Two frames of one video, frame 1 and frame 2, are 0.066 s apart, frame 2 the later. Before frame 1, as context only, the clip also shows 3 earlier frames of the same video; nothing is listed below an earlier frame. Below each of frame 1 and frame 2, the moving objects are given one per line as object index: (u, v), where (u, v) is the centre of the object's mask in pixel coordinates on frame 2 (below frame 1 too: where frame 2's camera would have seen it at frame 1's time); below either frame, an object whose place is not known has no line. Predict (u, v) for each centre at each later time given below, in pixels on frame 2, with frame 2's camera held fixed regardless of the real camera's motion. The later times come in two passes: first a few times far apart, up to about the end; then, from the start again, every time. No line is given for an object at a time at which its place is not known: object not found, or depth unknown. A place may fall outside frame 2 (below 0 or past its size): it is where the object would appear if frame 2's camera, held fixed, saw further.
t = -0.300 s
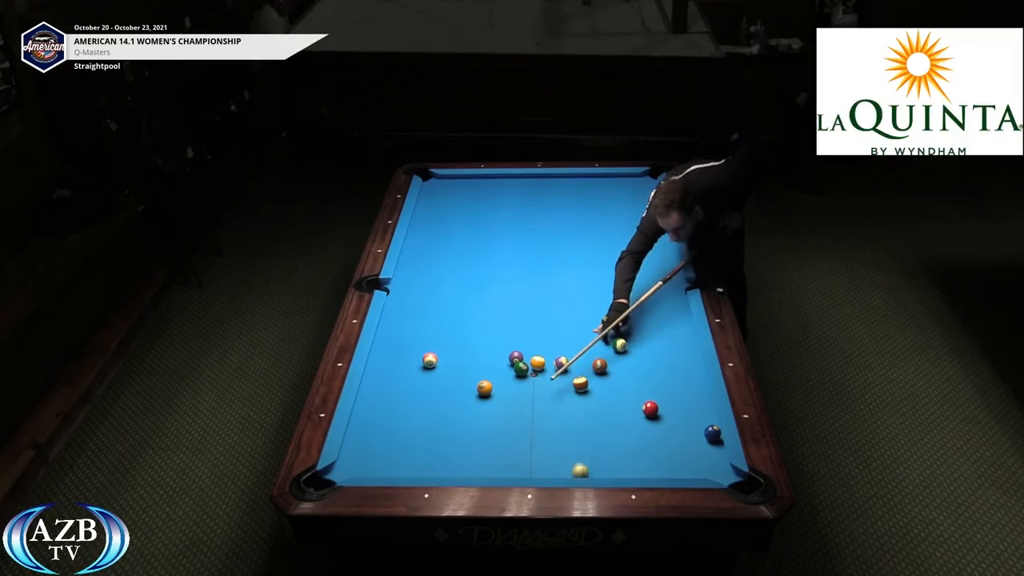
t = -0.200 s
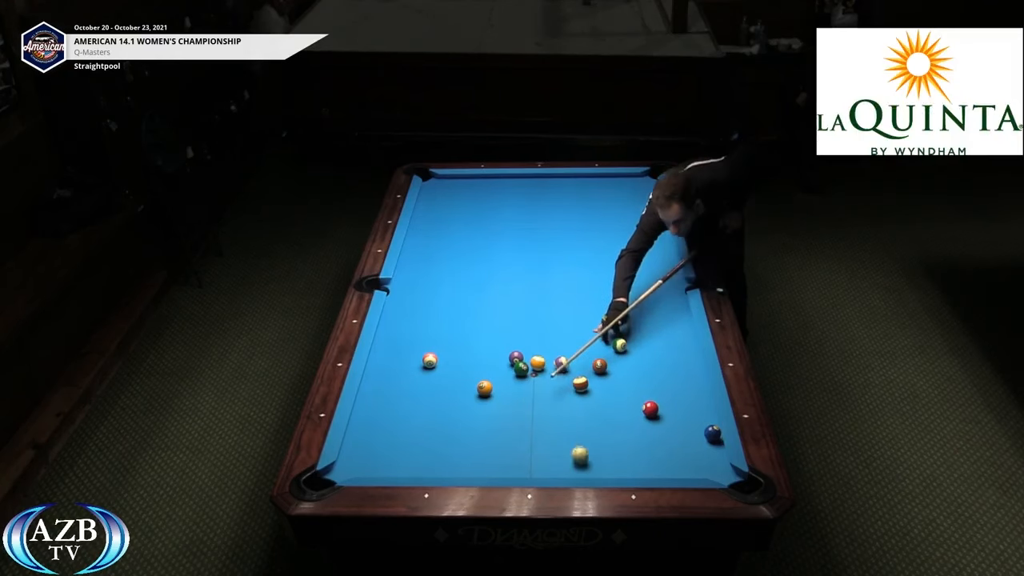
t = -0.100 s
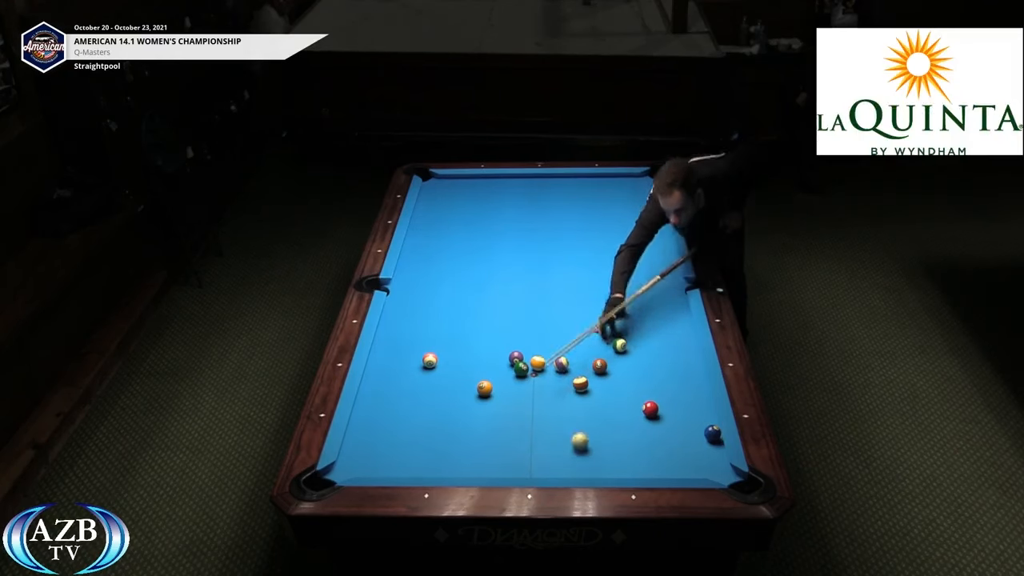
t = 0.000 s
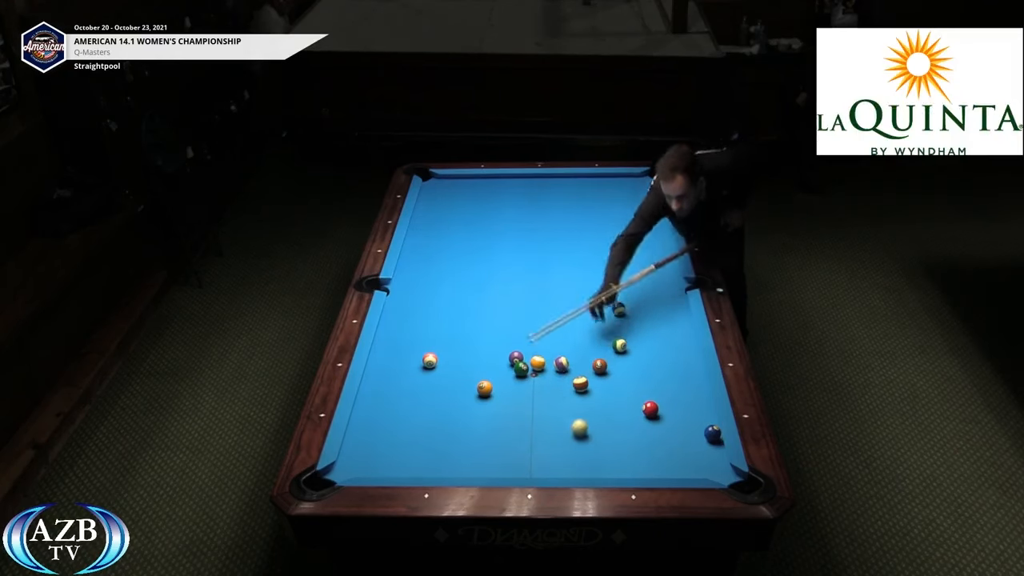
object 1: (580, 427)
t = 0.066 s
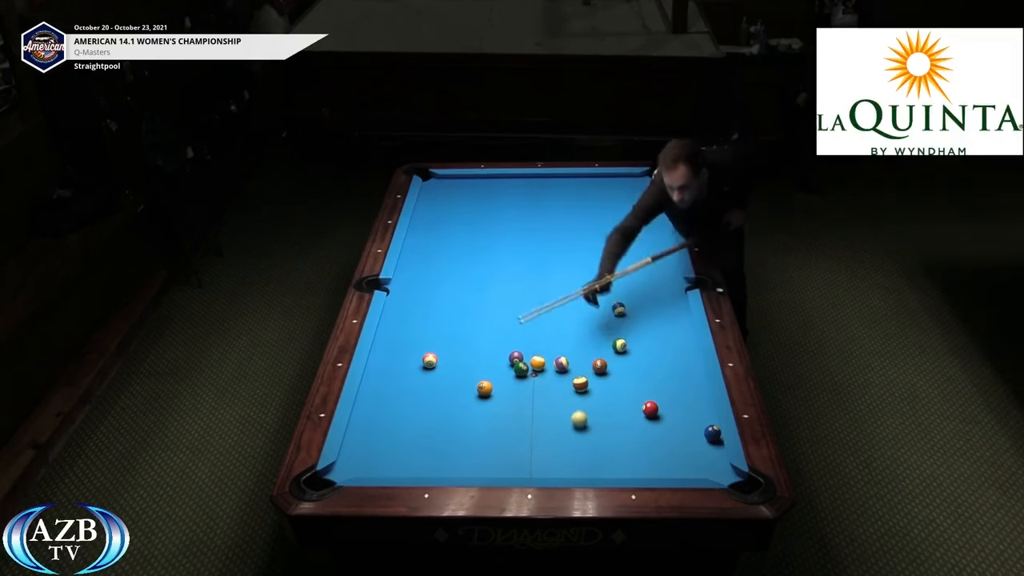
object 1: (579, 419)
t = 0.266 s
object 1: (579, 396)
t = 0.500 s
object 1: (576, 389)
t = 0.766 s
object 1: (573, 382)
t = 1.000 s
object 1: (572, 377)
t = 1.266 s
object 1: (569, 373)
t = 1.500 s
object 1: (568, 371)
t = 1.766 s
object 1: (569, 371)
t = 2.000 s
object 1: (569, 371)
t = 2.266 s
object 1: (569, 371)
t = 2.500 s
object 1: (569, 371)
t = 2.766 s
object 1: (569, 371)
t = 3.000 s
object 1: (569, 371)
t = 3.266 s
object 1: (569, 371)
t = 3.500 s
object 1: (569, 371)
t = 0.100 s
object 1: (579, 415)
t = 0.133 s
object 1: (579, 411)
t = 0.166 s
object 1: (579, 407)
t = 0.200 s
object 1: (579, 403)
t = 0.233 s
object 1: (579, 399)
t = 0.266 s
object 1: (579, 396)
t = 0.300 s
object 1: (579, 393)
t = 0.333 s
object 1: (578, 393)
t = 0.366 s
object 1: (578, 392)
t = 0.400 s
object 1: (577, 391)
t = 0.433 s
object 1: (577, 390)
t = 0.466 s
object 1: (576, 389)
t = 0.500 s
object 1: (576, 389)
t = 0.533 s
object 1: (575, 388)
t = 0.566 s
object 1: (575, 387)
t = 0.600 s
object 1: (575, 386)
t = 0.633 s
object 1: (575, 385)
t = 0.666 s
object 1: (574, 384)
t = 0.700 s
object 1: (574, 384)
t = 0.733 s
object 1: (574, 383)
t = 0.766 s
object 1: (573, 382)
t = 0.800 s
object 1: (573, 381)
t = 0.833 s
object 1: (573, 381)
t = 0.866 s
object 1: (572, 380)
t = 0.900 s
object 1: (572, 379)
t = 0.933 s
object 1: (572, 379)
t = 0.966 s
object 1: (572, 378)
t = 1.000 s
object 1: (572, 377)
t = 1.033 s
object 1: (571, 377)
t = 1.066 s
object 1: (571, 376)
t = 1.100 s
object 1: (571, 376)
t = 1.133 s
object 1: (570, 375)
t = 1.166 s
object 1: (570, 375)
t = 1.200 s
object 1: (570, 374)
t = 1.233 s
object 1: (570, 374)
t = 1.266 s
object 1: (569, 373)
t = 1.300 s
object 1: (569, 373)
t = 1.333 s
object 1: (569, 373)
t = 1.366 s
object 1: (569, 372)
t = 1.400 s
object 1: (569, 372)
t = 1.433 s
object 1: (568, 371)
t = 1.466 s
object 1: (568, 371)
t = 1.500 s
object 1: (568, 371)
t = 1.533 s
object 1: (568, 371)
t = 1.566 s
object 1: (569, 371)
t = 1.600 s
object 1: (569, 371)
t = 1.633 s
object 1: (569, 371)
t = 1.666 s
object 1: (569, 371)
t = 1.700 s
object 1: (569, 371)
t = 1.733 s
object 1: (569, 371)
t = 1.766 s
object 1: (569, 371)
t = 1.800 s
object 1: (569, 371)
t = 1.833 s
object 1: (569, 371)
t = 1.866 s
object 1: (569, 371)
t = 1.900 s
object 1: (569, 371)
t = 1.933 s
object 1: (569, 371)
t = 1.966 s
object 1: (569, 371)
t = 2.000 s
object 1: (569, 371)
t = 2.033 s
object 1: (569, 371)
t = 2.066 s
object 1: (569, 371)
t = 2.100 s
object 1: (569, 371)
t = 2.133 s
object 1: (569, 371)
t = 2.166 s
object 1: (569, 371)
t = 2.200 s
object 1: (569, 371)
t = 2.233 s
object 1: (569, 371)
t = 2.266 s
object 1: (569, 371)
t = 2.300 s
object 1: (569, 371)
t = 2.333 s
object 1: (569, 371)
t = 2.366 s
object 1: (569, 371)
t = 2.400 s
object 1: (569, 371)
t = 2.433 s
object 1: (569, 371)
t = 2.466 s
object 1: (569, 371)
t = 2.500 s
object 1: (569, 371)
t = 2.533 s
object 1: (569, 371)
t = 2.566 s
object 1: (569, 371)
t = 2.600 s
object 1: (569, 371)
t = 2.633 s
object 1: (569, 371)
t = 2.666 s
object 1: (569, 371)
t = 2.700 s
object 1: (569, 371)
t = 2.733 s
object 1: (569, 371)
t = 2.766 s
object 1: (569, 371)
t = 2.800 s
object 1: (569, 371)
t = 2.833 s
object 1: (569, 371)
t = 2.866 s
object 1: (569, 371)
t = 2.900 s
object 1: (569, 371)
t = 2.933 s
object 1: (569, 371)
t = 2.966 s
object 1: (569, 371)
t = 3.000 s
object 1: (569, 371)
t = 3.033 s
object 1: (569, 371)
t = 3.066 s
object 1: (569, 371)
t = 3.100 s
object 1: (569, 371)
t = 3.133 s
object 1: (569, 371)
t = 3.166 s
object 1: (569, 371)
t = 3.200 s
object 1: (569, 371)
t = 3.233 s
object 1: (569, 371)
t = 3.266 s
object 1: (569, 371)
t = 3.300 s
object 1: (569, 371)
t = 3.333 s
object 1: (569, 371)
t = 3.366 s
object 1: (569, 371)
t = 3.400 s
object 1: (569, 371)
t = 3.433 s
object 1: (569, 371)
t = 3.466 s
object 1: (569, 371)
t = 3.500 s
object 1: (569, 371)
